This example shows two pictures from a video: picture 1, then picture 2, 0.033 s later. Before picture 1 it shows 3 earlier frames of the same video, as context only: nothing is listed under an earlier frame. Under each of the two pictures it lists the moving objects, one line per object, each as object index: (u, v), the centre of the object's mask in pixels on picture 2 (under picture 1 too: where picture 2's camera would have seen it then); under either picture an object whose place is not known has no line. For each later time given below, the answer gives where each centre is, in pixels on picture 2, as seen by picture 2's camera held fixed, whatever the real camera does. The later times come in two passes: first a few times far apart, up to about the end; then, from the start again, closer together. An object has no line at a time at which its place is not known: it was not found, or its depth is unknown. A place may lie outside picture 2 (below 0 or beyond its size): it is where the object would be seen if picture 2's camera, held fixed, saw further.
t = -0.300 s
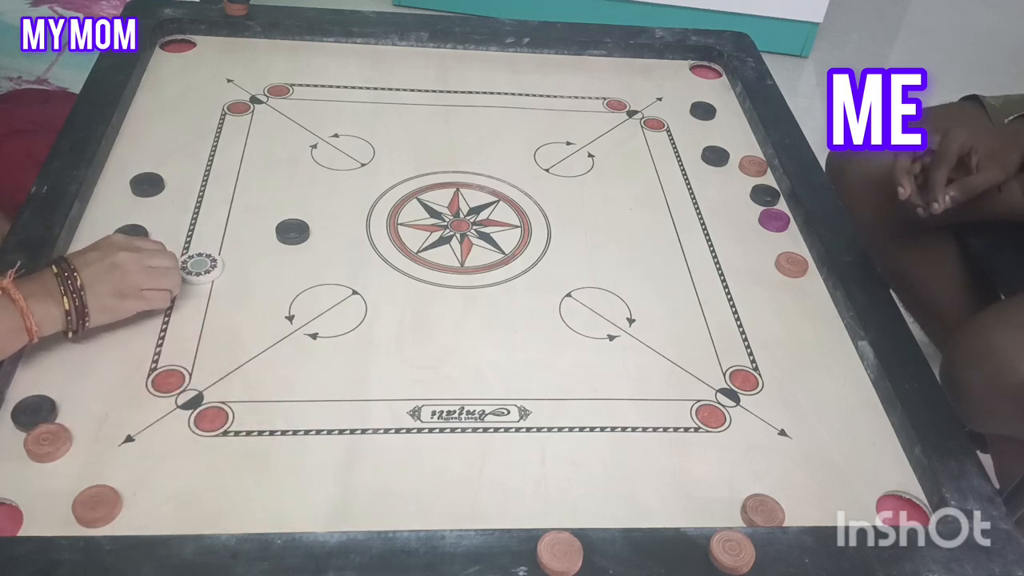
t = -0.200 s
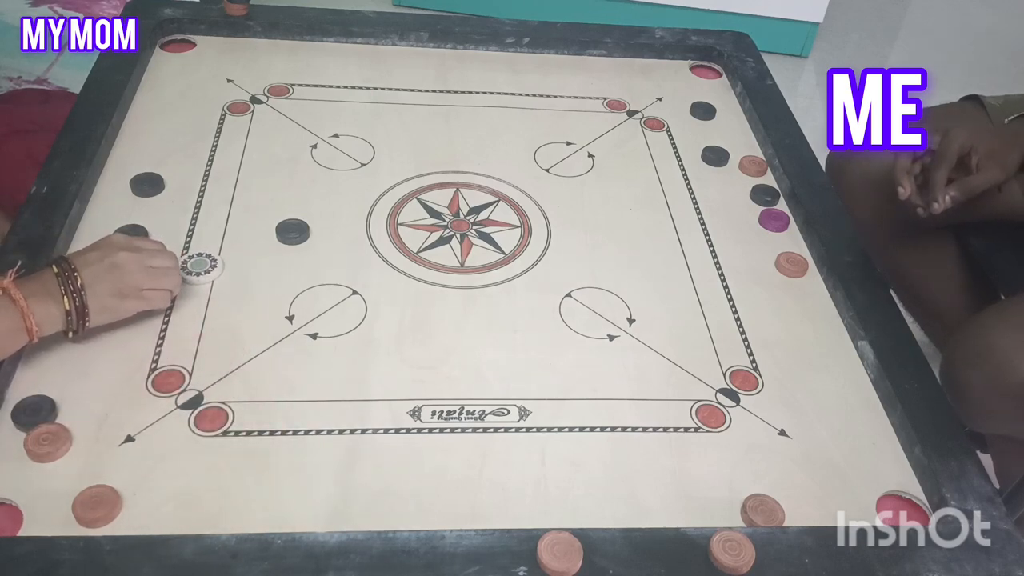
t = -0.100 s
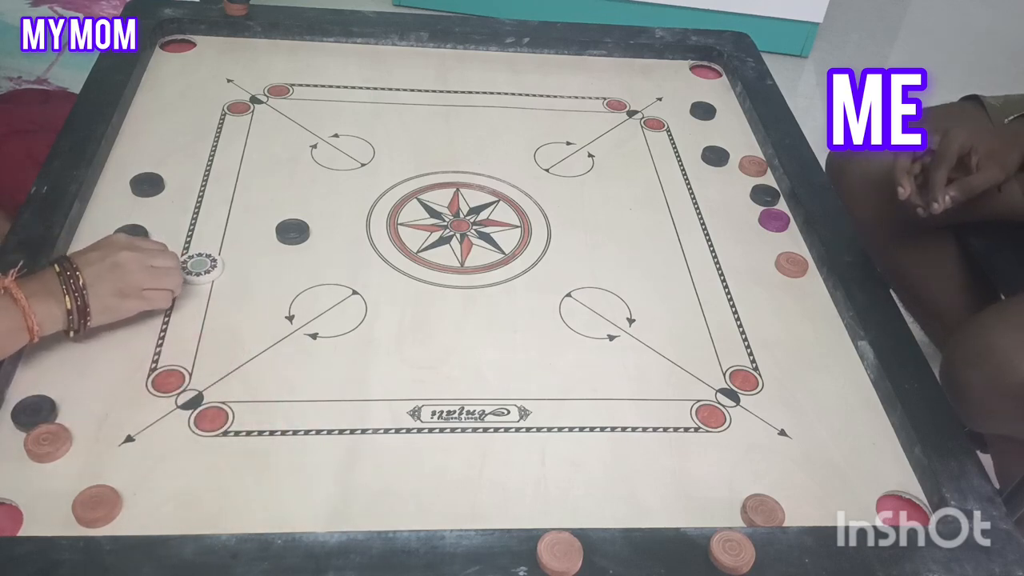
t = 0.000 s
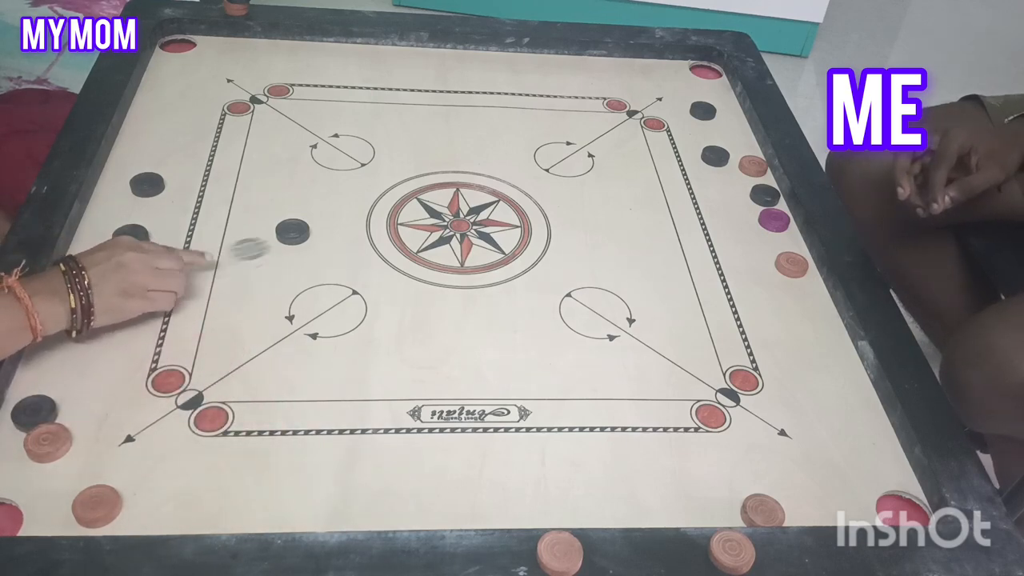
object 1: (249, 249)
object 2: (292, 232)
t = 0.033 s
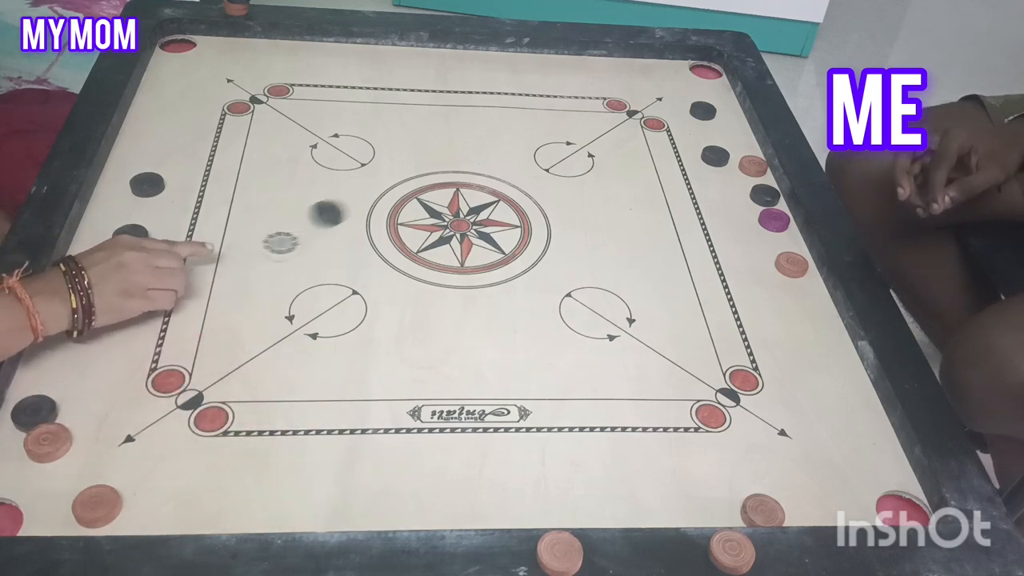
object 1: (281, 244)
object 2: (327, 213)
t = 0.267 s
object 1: (440, 228)
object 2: (565, 98)
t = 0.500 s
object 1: (571, 216)
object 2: (724, 94)
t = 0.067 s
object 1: (308, 243)
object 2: (371, 192)
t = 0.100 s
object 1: (333, 240)
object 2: (413, 173)
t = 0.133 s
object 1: (355, 238)
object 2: (446, 157)
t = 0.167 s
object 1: (379, 234)
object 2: (479, 140)
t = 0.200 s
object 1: (400, 232)
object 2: (511, 124)
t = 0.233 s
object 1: (420, 231)
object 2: (539, 111)
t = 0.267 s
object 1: (440, 228)
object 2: (565, 98)
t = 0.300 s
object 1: (459, 225)
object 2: (590, 85)
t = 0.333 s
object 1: (476, 224)
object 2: (614, 73)
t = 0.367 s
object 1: (497, 222)
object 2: (636, 63)
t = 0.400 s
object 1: (514, 220)
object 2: (657, 69)
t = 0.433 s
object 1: (538, 218)
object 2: (688, 80)
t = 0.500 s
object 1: (571, 216)
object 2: (724, 94)
